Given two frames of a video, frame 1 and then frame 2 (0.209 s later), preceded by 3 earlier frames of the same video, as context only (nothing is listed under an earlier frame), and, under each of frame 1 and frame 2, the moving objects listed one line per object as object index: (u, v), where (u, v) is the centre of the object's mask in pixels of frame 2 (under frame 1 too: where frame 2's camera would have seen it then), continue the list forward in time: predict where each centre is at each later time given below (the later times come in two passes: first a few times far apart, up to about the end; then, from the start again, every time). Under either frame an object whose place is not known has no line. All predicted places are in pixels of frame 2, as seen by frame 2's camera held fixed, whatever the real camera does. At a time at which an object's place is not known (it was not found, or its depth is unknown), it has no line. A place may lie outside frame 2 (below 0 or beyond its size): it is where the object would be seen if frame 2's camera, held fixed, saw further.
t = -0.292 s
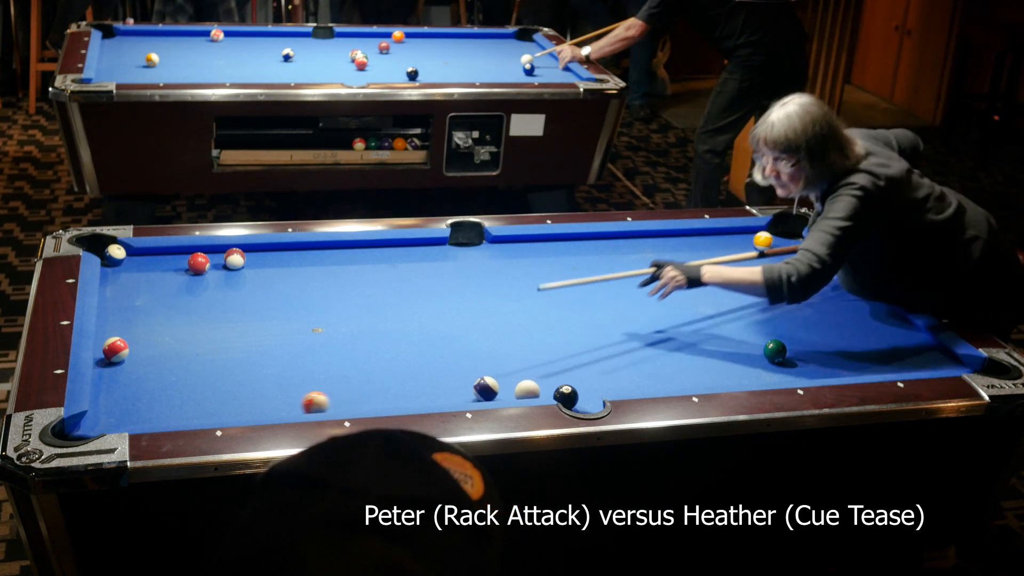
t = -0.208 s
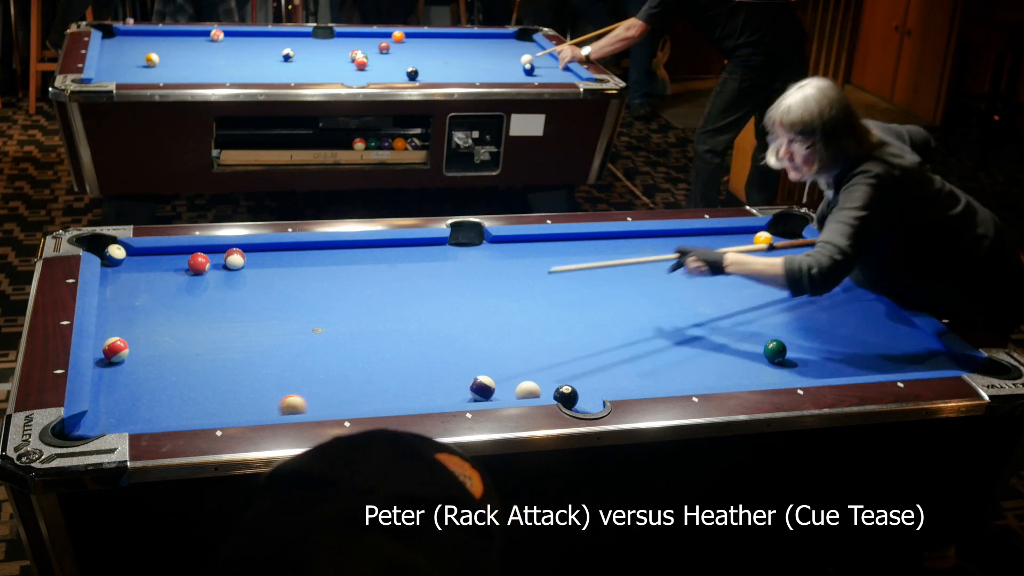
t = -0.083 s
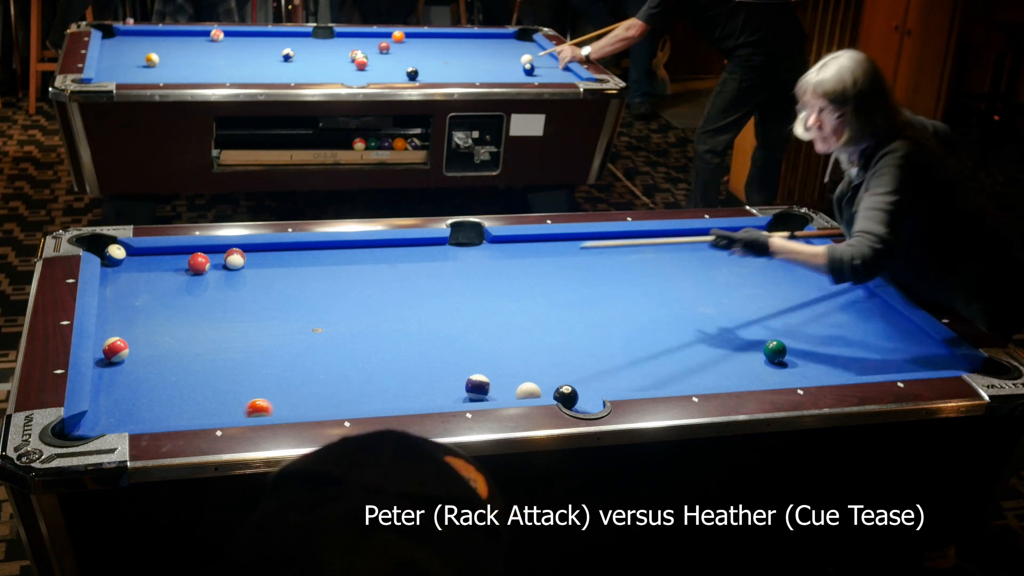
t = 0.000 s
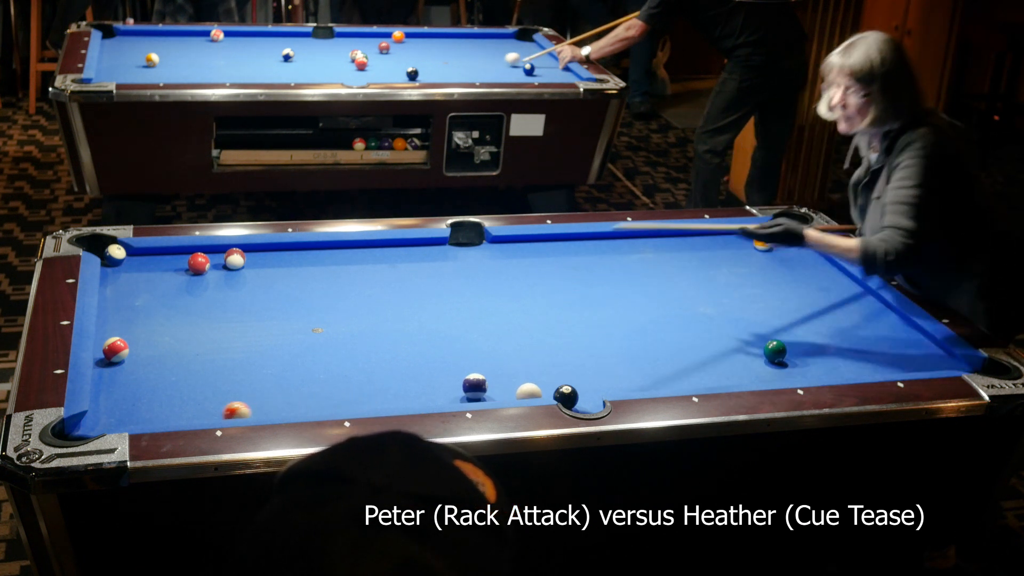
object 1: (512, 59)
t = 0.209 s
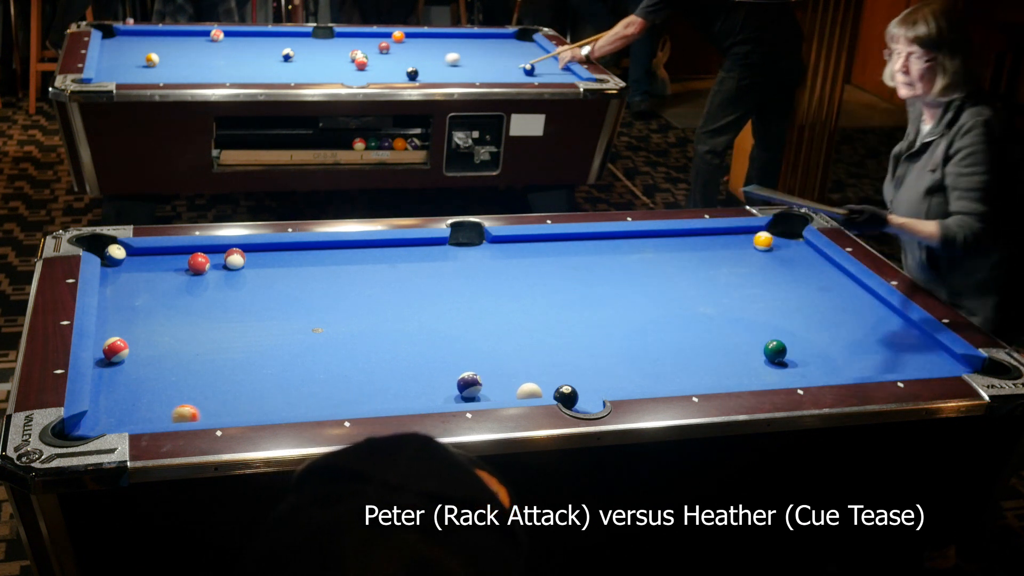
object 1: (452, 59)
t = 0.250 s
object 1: (441, 59)
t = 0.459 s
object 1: (385, 57)
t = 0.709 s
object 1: (366, 53)
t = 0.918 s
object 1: (359, 51)
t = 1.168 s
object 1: (352, 50)
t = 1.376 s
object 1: (347, 47)
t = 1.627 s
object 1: (342, 45)
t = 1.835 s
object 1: (338, 44)
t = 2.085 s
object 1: (334, 42)
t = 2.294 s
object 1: (331, 41)
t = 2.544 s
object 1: (329, 39)
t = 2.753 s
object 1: (328, 39)
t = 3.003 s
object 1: (327, 38)
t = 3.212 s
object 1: (326, 37)
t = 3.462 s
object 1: (326, 37)
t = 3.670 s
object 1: (327, 37)
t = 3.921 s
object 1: (326, 37)
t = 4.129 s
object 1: (326, 37)
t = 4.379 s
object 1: (326, 37)
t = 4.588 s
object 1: (326, 37)
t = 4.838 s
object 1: (326, 37)
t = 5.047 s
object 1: (326, 37)
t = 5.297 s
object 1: (326, 37)
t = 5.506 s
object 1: (326, 37)
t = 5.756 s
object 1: (326, 37)
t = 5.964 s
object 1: (326, 37)
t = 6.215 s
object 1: (326, 37)
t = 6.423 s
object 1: (326, 37)
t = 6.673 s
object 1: (326, 37)
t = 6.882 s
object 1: (326, 37)
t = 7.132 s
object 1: (327, 38)
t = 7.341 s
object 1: (327, 37)
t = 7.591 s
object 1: (326, 37)
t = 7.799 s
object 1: (327, 37)
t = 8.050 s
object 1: (327, 37)
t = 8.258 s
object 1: (327, 37)
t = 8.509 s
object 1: (327, 37)
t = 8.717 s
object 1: (326, 37)
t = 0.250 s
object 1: (441, 59)
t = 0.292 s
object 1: (430, 58)
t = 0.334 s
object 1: (419, 58)
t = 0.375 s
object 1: (407, 58)
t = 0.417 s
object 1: (396, 58)
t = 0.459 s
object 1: (385, 57)
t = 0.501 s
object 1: (374, 58)
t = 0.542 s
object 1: (371, 57)
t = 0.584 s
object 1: (369, 55)
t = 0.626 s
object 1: (368, 55)
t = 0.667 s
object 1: (367, 54)
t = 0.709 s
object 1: (366, 53)
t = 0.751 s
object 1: (364, 53)
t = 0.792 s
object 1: (363, 52)
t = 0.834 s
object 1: (362, 52)
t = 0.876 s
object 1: (360, 51)
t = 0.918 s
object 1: (359, 51)
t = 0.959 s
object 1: (358, 51)
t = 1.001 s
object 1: (357, 51)
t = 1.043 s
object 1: (356, 51)
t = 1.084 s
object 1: (355, 50)
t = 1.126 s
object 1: (353, 50)
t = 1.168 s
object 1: (352, 50)
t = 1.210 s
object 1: (351, 49)
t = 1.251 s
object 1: (350, 49)
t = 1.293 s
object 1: (349, 48)
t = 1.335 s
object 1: (348, 48)
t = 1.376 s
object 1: (347, 47)
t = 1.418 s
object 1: (346, 47)
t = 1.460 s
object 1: (346, 47)
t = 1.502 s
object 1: (345, 46)
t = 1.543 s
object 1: (344, 46)
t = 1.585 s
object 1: (343, 46)
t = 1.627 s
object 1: (342, 45)
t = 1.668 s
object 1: (342, 45)
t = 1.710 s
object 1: (341, 45)
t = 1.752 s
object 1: (340, 44)
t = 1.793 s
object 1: (339, 44)
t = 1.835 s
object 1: (338, 44)
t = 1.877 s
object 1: (338, 43)
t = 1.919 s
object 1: (337, 43)
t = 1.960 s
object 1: (336, 43)
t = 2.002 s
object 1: (336, 42)
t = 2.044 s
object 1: (335, 42)
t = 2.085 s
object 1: (334, 42)
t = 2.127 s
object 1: (334, 41)
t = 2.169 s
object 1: (333, 41)
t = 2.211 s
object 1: (333, 41)
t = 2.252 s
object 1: (332, 41)
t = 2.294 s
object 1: (331, 41)
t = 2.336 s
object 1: (331, 40)
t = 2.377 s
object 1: (331, 40)
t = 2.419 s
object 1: (330, 40)
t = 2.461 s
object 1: (330, 40)
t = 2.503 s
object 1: (330, 40)
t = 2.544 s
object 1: (329, 39)
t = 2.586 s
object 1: (329, 39)
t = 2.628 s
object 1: (329, 39)
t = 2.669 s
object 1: (329, 39)
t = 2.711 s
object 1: (328, 39)
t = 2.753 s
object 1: (328, 39)
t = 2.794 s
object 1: (328, 38)
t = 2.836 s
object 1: (328, 38)
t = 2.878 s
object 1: (328, 38)
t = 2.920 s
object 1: (327, 38)
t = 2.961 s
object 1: (327, 38)
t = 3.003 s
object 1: (327, 38)
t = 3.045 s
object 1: (327, 38)
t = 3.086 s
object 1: (327, 38)
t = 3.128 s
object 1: (327, 38)
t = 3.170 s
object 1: (326, 37)
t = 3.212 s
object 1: (326, 37)
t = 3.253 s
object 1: (326, 37)
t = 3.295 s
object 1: (326, 37)
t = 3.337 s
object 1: (326, 37)
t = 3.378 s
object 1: (326, 37)
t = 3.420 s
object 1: (326, 37)
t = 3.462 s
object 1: (326, 37)
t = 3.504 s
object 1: (326, 37)
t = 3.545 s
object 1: (326, 37)
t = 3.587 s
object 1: (326, 38)
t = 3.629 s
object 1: (326, 37)
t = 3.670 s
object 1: (327, 37)
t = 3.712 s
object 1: (326, 37)
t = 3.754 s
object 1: (326, 37)
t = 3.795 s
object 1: (326, 37)
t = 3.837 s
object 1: (327, 37)
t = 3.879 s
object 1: (326, 37)
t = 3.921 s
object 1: (326, 37)
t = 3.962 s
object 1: (326, 37)
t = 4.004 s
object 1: (326, 37)
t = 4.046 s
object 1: (326, 37)
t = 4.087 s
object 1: (326, 37)
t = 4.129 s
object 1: (326, 37)
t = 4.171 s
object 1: (326, 37)
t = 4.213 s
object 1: (326, 37)
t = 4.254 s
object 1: (326, 37)
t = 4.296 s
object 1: (326, 37)
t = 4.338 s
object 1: (326, 37)
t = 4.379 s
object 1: (326, 37)
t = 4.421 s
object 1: (326, 37)
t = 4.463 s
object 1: (326, 37)
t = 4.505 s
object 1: (326, 37)
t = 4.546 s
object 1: (326, 37)
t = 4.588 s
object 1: (326, 37)
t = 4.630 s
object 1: (326, 37)
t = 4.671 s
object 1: (326, 37)
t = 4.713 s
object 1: (326, 37)
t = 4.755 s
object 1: (326, 37)
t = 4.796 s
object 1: (326, 37)
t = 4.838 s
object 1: (326, 37)
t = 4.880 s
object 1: (326, 37)
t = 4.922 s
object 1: (326, 37)
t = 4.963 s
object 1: (326, 37)
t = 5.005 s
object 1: (326, 37)
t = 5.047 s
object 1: (326, 37)
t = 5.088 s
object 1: (326, 37)
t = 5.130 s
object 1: (326, 37)
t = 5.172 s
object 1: (326, 37)
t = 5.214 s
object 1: (326, 37)
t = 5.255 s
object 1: (326, 37)
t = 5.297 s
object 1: (326, 37)
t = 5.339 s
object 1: (326, 37)
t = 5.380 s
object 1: (326, 37)
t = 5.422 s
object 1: (326, 37)
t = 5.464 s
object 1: (326, 37)
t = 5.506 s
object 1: (326, 37)
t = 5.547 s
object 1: (326, 37)
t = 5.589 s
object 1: (326, 37)
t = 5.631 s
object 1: (326, 37)
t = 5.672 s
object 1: (326, 37)
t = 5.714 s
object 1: (326, 37)
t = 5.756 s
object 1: (326, 37)
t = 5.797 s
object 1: (326, 37)
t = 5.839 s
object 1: (327, 37)
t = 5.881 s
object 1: (327, 37)
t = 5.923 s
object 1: (327, 37)
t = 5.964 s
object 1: (326, 37)
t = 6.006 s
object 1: (326, 37)
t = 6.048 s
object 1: (326, 37)
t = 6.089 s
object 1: (326, 37)
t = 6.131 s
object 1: (327, 37)
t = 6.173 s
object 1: (326, 37)
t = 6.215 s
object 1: (326, 37)
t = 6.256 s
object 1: (327, 37)
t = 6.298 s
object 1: (327, 37)
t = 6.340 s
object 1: (326, 37)
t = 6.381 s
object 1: (326, 37)
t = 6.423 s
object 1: (326, 37)
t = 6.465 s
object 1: (327, 37)
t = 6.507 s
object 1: (326, 37)
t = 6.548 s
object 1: (326, 37)
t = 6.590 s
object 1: (327, 37)
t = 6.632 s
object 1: (326, 37)
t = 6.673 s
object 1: (326, 37)
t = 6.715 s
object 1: (326, 37)
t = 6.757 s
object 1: (326, 37)
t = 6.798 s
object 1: (327, 37)
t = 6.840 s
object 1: (327, 37)
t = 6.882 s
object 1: (326, 37)
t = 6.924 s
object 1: (326, 37)
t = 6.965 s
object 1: (327, 37)
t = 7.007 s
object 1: (327, 37)
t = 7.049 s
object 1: (326, 37)
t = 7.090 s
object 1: (326, 37)
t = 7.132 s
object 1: (327, 38)
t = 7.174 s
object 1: (327, 37)
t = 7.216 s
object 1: (327, 37)
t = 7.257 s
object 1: (327, 37)
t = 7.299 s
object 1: (327, 37)
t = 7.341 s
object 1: (327, 37)
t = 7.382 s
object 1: (327, 37)
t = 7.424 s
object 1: (326, 37)
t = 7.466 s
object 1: (327, 37)
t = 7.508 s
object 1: (327, 37)
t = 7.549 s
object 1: (326, 37)
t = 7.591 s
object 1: (326, 37)
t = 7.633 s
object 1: (326, 37)
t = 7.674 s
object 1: (327, 37)
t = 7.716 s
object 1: (327, 37)
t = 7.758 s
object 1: (327, 37)
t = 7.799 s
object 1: (327, 37)
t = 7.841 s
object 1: (327, 37)
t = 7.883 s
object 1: (327, 37)
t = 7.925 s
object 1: (327, 37)
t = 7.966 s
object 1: (327, 37)
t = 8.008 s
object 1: (327, 37)
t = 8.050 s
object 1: (327, 37)
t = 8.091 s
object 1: (327, 37)
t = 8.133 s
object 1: (327, 37)
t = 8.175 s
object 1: (327, 38)
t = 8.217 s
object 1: (327, 37)
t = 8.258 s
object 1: (327, 37)
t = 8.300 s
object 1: (327, 38)
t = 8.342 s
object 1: (327, 37)
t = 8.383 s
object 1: (327, 37)
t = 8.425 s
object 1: (327, 37)
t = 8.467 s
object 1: (327, 37)
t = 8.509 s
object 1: (327, 37)
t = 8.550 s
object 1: (327, 37)
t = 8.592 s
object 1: (327, 37)
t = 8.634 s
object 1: (326, 37)
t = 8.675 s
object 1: (326, 37)
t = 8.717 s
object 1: (326, 37)
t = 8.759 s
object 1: (327, 37)
